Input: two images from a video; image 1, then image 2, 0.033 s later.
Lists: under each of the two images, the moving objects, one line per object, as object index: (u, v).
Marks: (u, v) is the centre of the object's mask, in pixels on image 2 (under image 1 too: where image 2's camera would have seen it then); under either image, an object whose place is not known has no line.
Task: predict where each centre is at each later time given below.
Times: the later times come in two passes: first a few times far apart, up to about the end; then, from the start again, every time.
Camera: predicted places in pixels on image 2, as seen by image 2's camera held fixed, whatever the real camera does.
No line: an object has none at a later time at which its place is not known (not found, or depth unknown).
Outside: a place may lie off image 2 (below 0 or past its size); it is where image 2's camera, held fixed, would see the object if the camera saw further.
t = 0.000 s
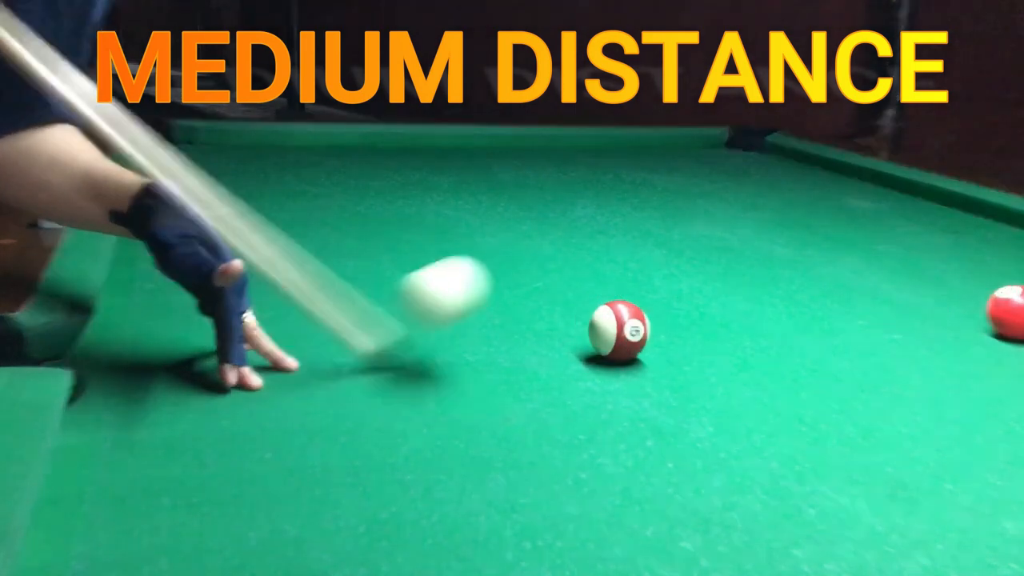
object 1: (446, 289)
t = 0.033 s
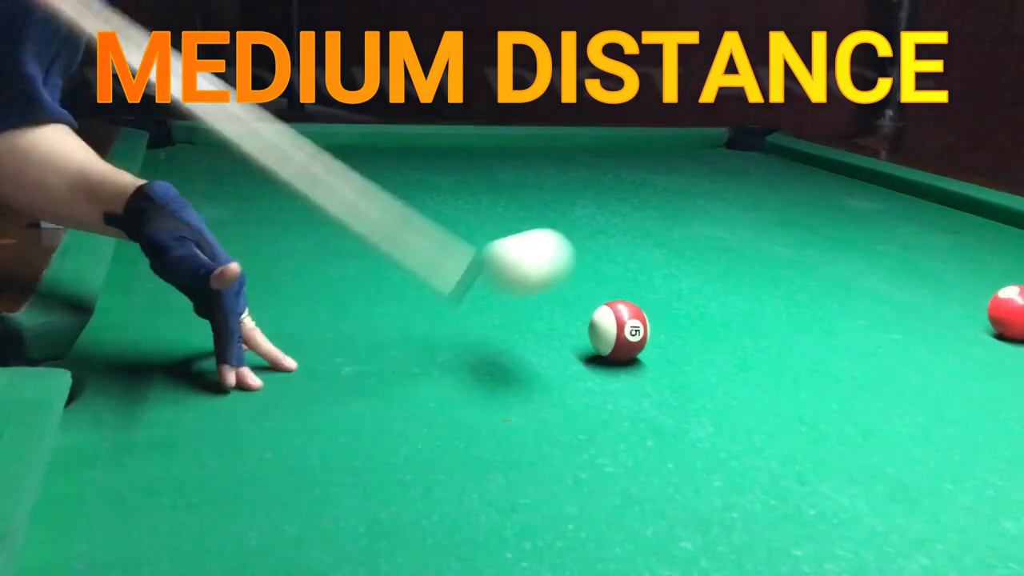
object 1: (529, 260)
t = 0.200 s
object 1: (898, 287)
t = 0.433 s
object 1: (995, 298)
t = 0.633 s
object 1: (995, 299)
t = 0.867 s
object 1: (997, 293)
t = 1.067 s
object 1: (999, 288)
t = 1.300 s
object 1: (999, 283)
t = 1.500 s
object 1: (998, 280)
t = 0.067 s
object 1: (610, 243)
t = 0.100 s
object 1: (688, 237)
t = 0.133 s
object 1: (762, 242)
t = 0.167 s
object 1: (832, 259)
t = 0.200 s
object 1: (898, 287)
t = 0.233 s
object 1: (957, 307)
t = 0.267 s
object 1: (979, 285)
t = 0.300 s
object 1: (985, 275)
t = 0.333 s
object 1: (990, 274)
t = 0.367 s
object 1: (993, 282)
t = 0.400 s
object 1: (994, 302)
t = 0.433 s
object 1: (995, 298)
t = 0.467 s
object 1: (994, 297)
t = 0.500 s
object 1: (993, 302)
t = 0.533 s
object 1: (994, 301)
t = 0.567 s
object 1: (994, 301)
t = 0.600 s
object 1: (995, 300)
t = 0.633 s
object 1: (995, 299)
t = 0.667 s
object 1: (995, 298)
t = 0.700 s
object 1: (995, 297)
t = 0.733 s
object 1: (995, 296)
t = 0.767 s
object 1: (995, 295)
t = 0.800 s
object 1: (996, 295)
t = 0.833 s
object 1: (996, 294)
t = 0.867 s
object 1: (997, 293)
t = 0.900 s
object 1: (997, 292)
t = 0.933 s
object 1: (997, 292)
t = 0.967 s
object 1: (998, 291)
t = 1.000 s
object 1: (998, 290)
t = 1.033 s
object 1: (998, 289)
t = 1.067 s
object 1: (999, 288)
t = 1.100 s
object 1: (999, 287)
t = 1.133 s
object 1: (999, 287)
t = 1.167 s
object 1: (999, 286)
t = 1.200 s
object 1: (999, 285)
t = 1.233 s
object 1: (999, 285)
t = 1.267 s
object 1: (999, 284)
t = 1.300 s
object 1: (999, 283)
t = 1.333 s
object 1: (999, 283)
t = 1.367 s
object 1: (999, 282)
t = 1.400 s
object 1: (999, 282)
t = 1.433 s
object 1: (998, 281)
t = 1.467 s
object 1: (998, 281)
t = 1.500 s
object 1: (998, 280)
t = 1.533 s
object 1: (998, 280)
